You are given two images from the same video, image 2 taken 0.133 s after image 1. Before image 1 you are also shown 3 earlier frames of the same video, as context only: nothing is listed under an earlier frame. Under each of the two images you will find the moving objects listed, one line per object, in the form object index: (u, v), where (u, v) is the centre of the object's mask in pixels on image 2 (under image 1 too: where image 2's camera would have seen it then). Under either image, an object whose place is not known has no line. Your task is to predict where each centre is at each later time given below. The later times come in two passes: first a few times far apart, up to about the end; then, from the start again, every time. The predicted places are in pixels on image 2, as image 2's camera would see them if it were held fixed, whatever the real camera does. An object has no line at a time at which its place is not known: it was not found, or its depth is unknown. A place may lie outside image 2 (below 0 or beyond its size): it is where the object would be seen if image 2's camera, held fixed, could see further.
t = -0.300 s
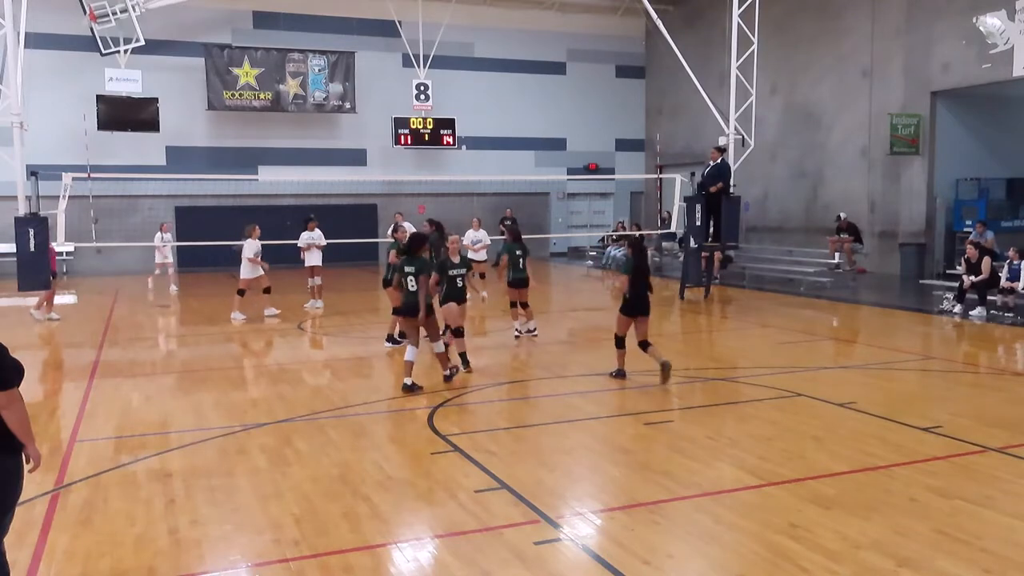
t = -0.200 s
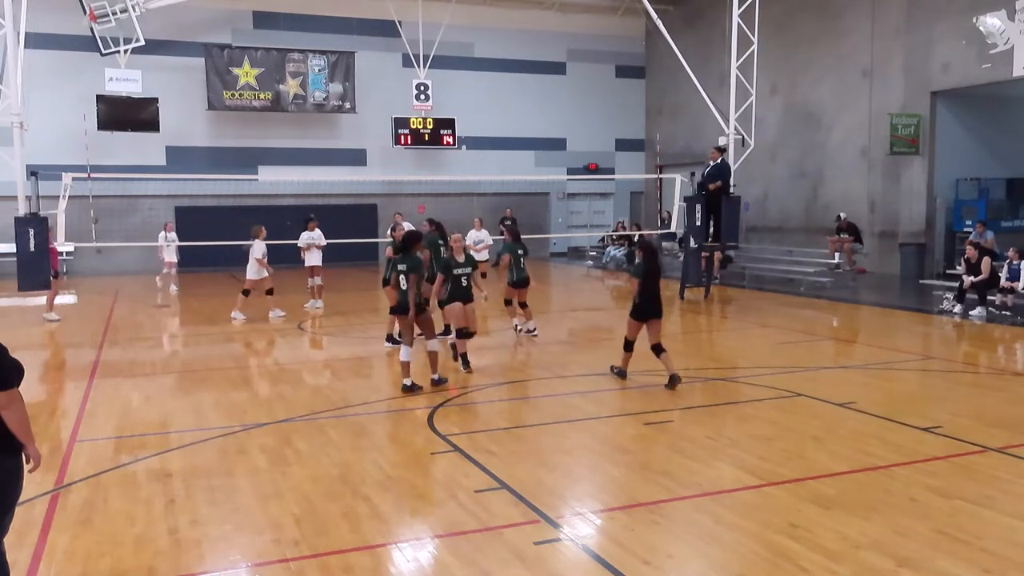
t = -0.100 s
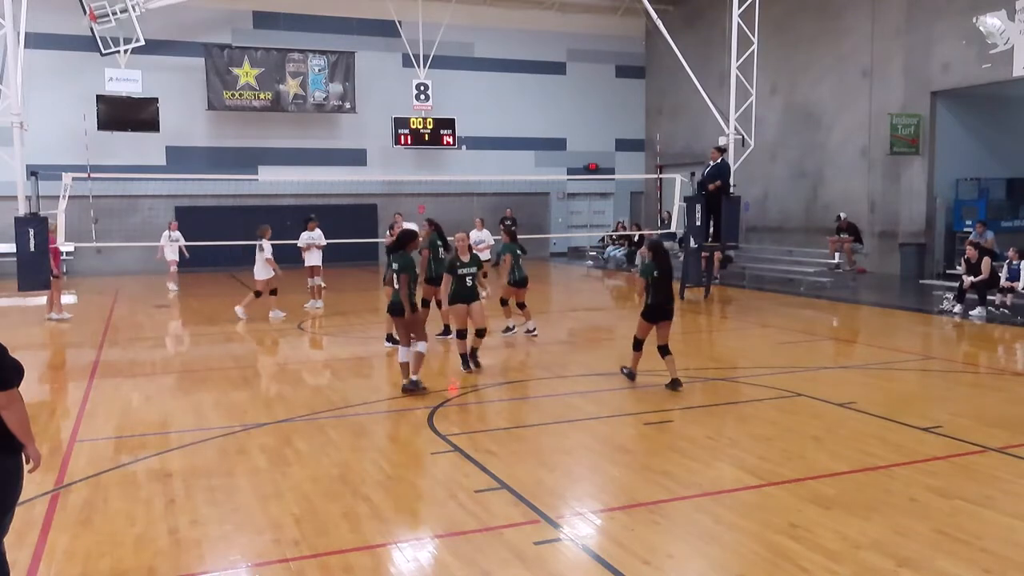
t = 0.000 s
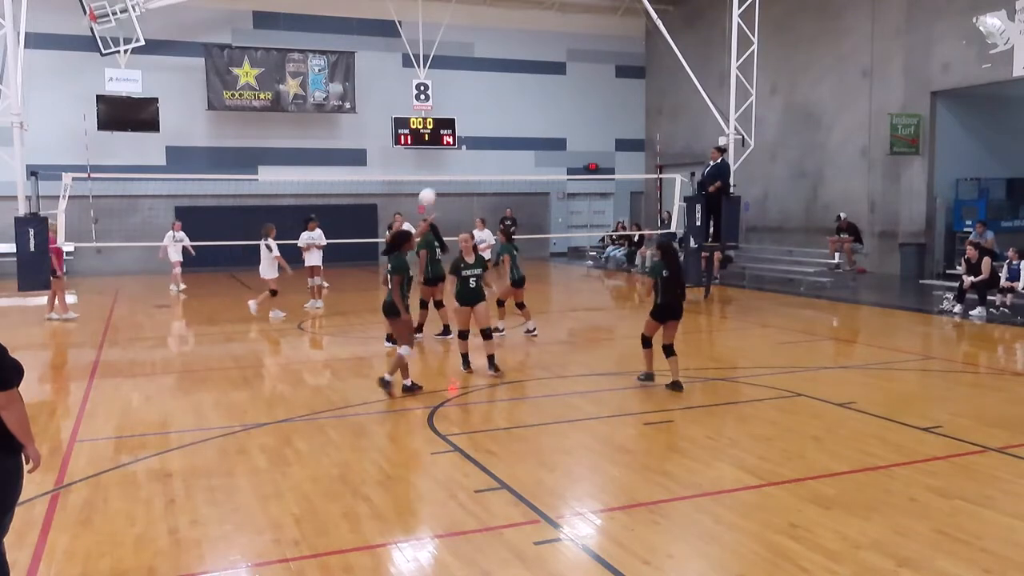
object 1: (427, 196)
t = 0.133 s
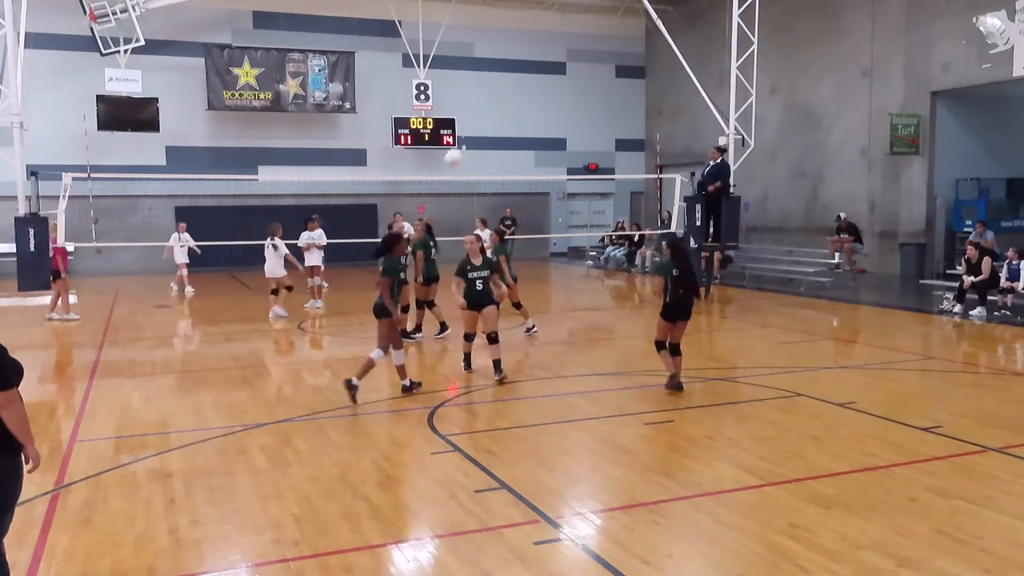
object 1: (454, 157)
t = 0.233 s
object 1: (476, 136)
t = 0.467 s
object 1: (532, 117)
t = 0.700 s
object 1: (599, 148)
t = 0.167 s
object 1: (461, 149)
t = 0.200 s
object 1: (468, 142)
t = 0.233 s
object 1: (476, 136)
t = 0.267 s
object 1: (483, 131)
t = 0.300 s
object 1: (490, 126)
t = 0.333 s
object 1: (499, 121)
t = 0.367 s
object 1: (506, 118)
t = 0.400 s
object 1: (517, 117)
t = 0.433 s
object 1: (523, 117)
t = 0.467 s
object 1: (532, 117)
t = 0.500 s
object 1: (541, 118)
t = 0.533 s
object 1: (550, 119)
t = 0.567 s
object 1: (559, 124)
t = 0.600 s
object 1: (569, 128)
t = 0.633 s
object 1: (578, 132)
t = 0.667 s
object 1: (588, 139)
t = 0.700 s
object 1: (599, 148)
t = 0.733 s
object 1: (609, 157)
